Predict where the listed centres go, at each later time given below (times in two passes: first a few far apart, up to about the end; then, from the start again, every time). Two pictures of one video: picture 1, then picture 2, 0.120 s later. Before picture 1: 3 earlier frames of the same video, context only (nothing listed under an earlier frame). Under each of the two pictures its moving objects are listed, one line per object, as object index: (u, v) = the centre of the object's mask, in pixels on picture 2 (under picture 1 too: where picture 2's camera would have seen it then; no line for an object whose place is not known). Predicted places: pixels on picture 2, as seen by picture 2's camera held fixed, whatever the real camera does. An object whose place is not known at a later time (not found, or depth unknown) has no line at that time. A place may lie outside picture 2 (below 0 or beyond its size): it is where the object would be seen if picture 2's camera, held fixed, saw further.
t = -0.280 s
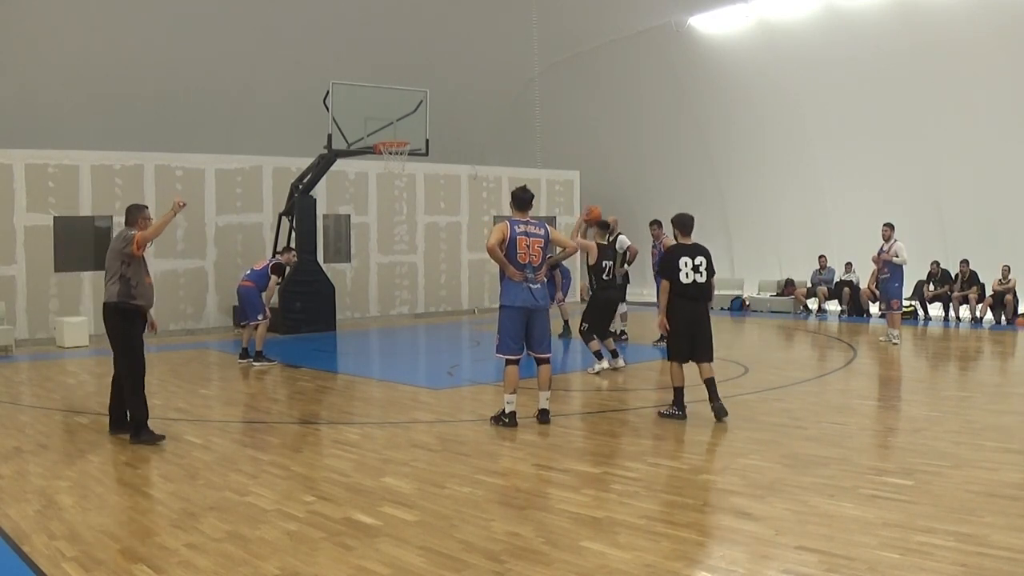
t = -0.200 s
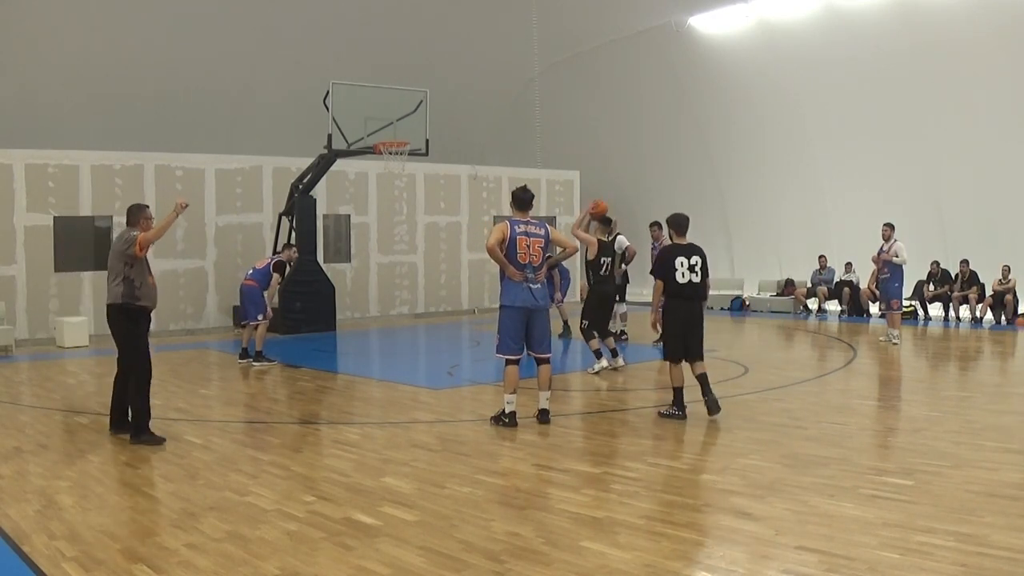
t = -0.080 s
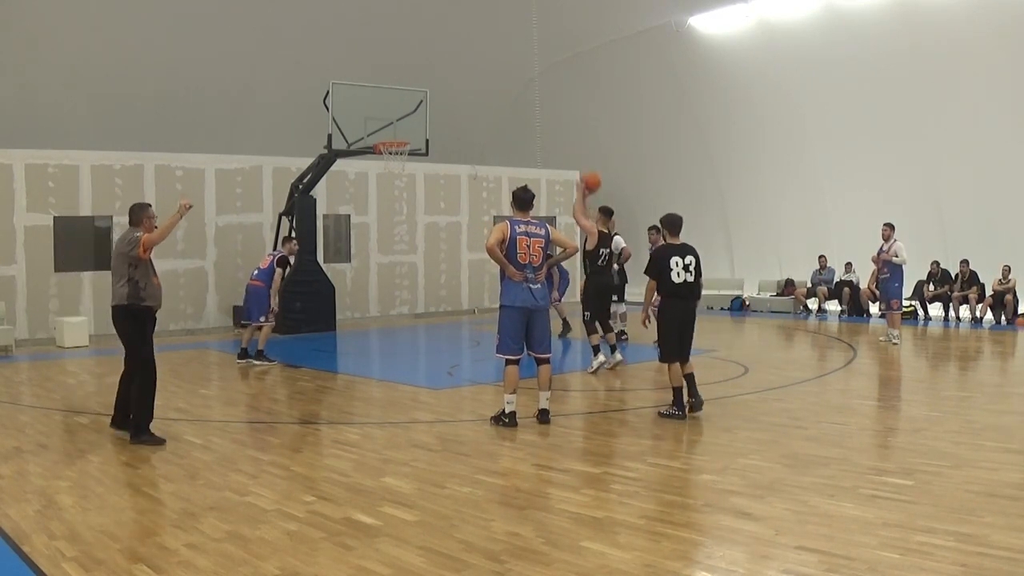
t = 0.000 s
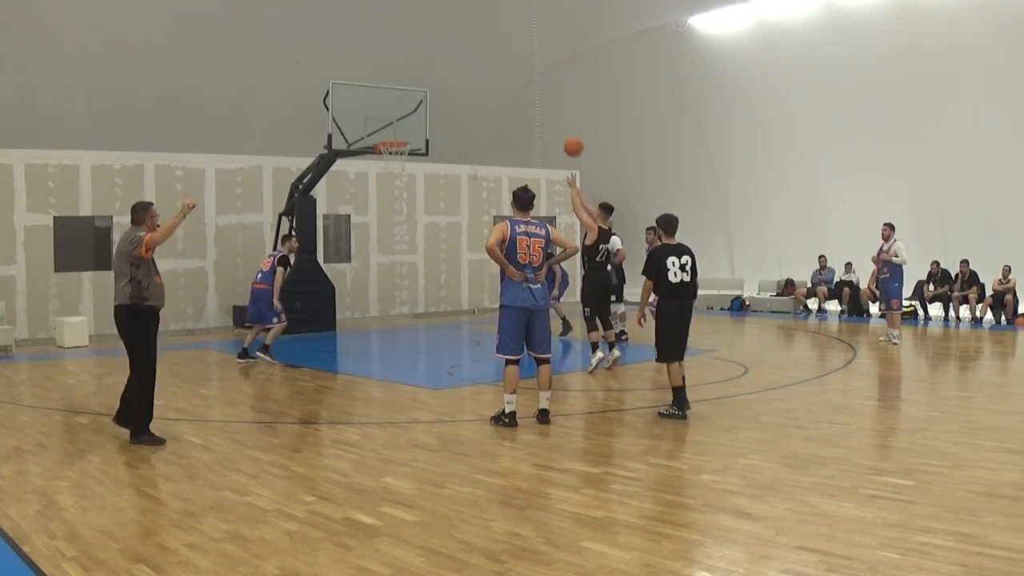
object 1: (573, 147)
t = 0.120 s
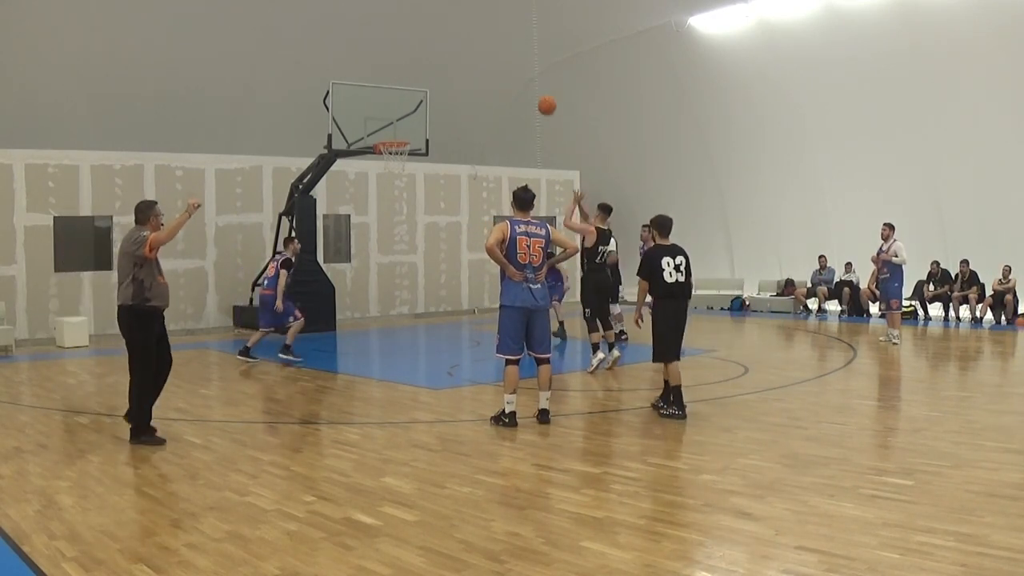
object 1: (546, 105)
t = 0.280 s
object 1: (514, 71)
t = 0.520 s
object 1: (471, 58)
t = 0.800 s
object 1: (426, 90)
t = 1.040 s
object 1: (390, 134)
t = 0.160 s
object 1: (538, 94)
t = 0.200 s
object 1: (529, 86)
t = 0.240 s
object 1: (522, 78)
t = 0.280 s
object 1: (514, 71)
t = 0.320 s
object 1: (507, 66)
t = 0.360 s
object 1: (499, 61)
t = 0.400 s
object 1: (492, 59)
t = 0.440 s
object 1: (484, 57)
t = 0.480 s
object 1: (477, 57)
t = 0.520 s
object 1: (471, 58)
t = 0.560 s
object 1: (464, 59)
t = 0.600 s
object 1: (457, 61)
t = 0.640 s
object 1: (451, 65)
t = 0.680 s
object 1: (445, 70)
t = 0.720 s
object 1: (438, 76)
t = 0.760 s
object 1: (432, 82)
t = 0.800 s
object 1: (426, 90)
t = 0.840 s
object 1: (420, 98)
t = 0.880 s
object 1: (414, 108)
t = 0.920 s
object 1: (409, 118)
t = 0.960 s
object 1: (403, 129)
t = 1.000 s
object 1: (398, 136)
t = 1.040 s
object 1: (390, 134)
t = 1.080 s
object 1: (383, 132)
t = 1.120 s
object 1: (375, 131)
